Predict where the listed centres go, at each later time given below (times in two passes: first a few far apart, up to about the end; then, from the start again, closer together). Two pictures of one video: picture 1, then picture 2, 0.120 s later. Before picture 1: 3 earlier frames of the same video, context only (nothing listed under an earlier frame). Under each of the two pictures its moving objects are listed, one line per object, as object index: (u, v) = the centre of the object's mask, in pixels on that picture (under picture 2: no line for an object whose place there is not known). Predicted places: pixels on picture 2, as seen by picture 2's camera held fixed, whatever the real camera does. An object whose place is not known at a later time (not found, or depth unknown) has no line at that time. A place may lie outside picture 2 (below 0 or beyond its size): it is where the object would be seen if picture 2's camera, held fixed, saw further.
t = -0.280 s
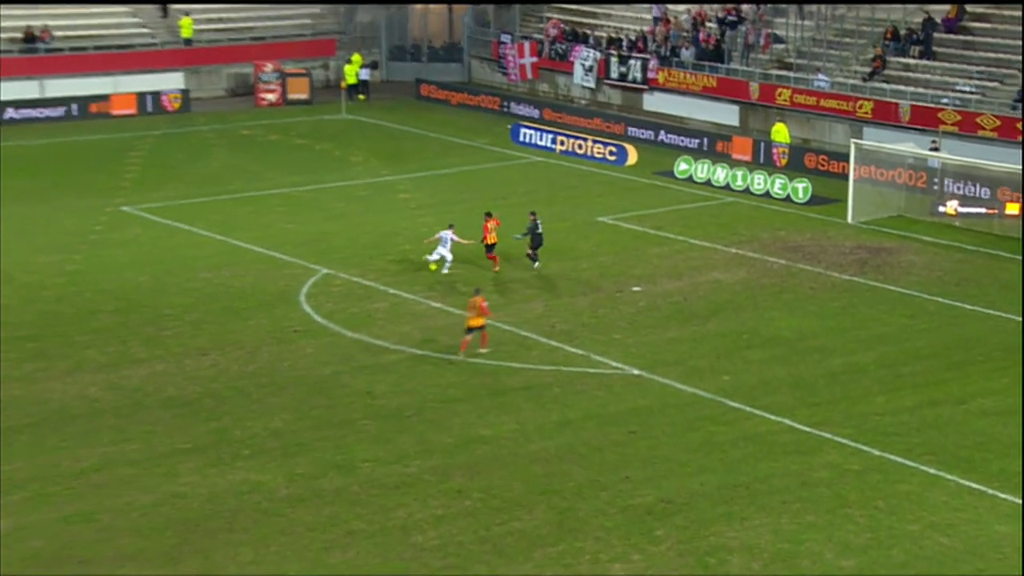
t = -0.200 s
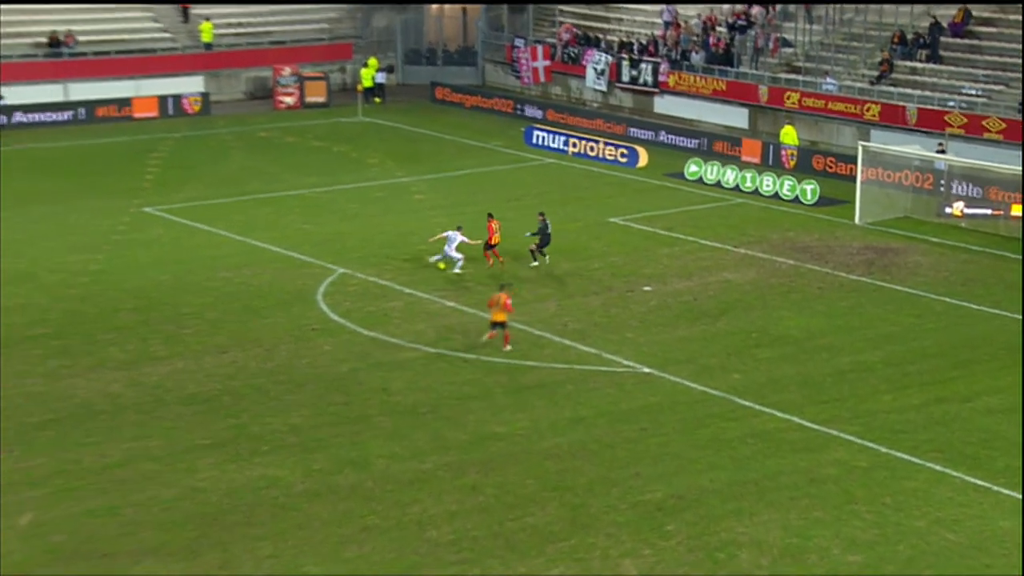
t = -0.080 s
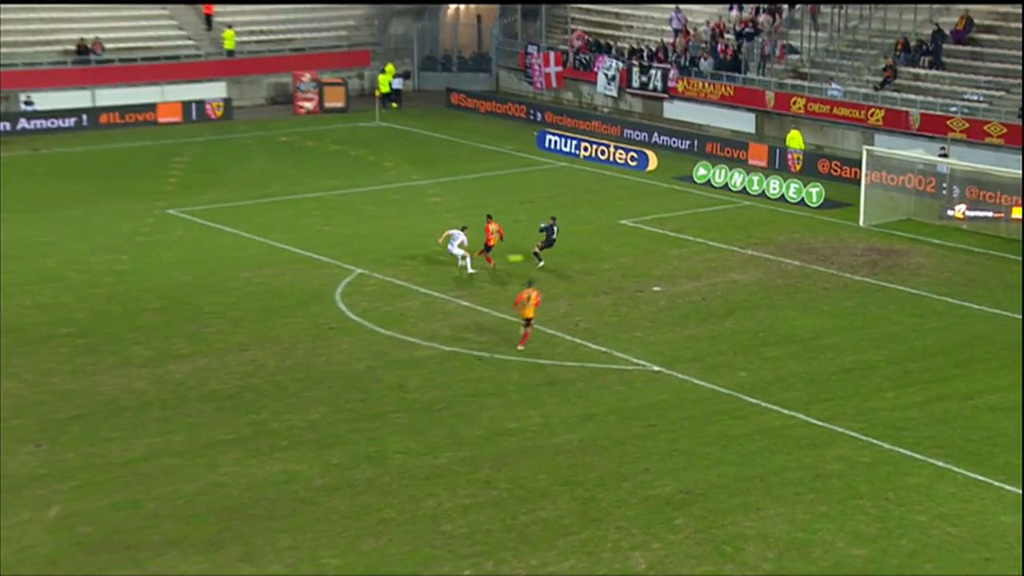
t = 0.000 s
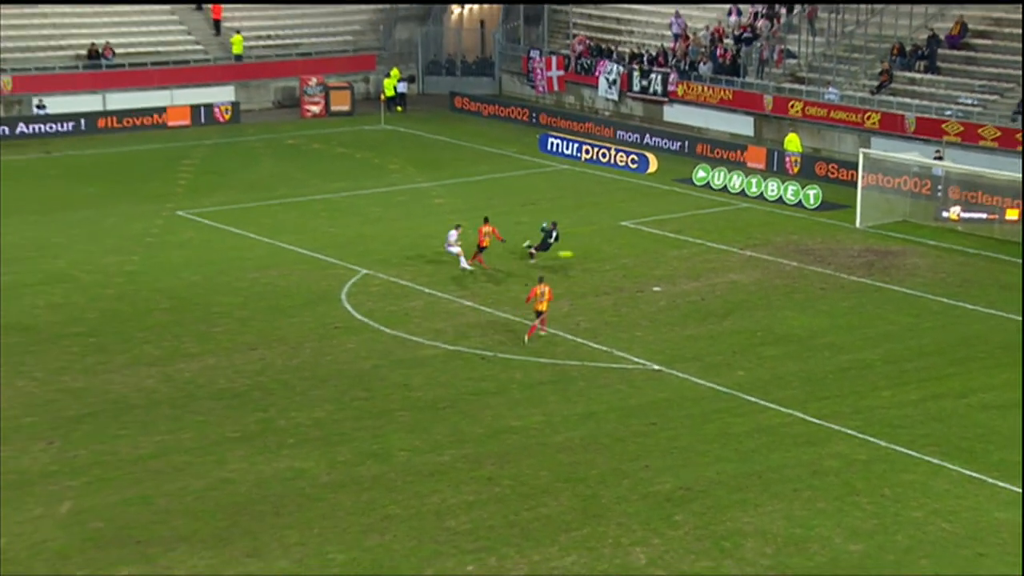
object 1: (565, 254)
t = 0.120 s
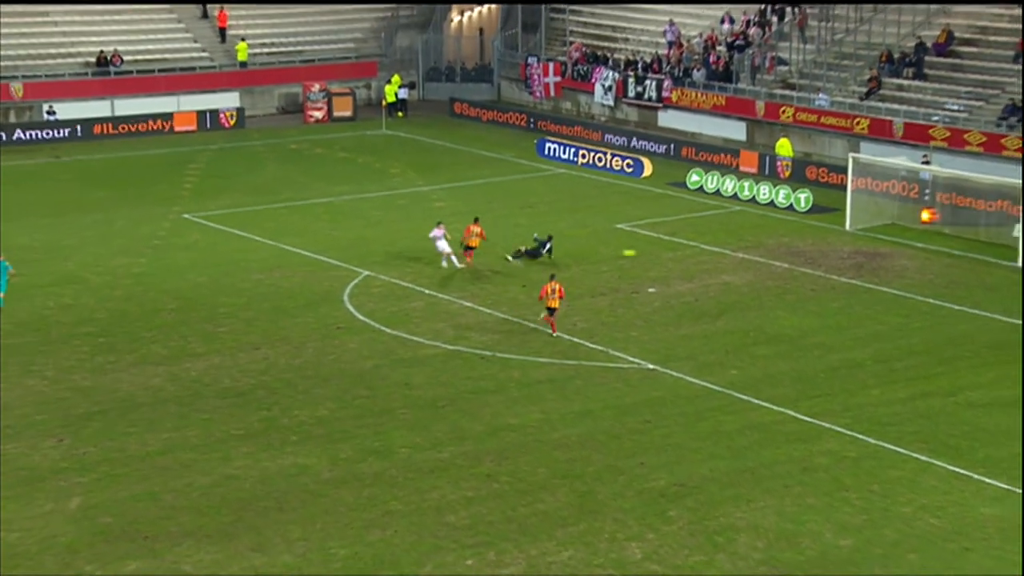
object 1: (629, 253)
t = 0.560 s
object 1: (838, 243)
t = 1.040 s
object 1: (1006, 238)
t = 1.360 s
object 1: (1013, 226)
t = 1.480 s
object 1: (1012, 225)
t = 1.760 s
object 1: (1003, 240)
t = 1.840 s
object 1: (1000, 242)
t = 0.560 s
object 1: (838, 243)
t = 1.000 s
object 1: (997, 240)
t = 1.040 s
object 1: (1006, 238)
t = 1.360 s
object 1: (1013, 226)
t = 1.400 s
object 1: (1014, 225)
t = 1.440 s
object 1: (1013, 225)
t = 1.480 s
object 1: (1012, 225)
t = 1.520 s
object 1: (1011, 226)
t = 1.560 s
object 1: (1009, 227)
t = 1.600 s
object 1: (1008, 229)
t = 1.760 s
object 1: (1003, 240)
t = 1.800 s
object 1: (1001, 243)
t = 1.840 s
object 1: (1000, 242)
